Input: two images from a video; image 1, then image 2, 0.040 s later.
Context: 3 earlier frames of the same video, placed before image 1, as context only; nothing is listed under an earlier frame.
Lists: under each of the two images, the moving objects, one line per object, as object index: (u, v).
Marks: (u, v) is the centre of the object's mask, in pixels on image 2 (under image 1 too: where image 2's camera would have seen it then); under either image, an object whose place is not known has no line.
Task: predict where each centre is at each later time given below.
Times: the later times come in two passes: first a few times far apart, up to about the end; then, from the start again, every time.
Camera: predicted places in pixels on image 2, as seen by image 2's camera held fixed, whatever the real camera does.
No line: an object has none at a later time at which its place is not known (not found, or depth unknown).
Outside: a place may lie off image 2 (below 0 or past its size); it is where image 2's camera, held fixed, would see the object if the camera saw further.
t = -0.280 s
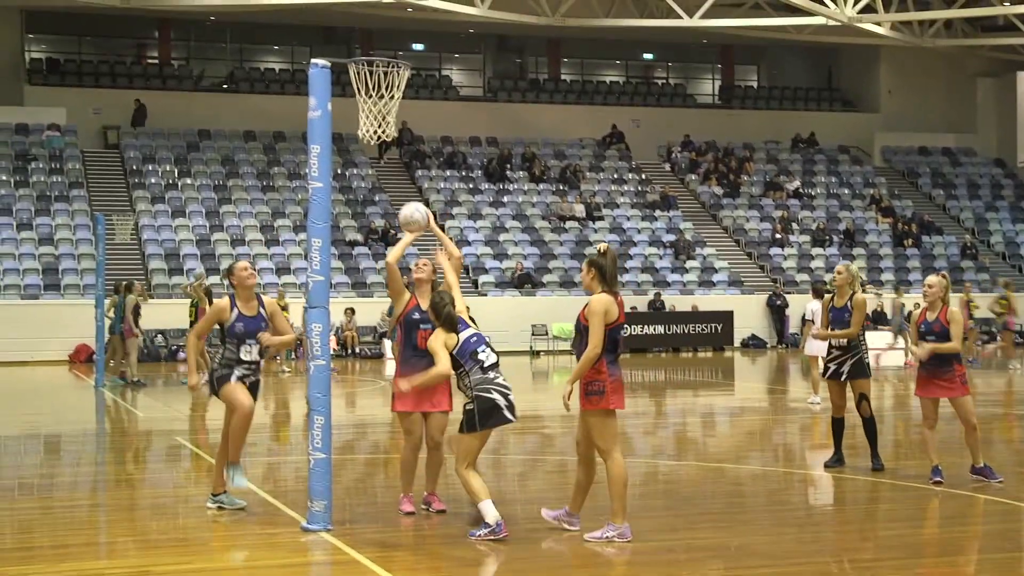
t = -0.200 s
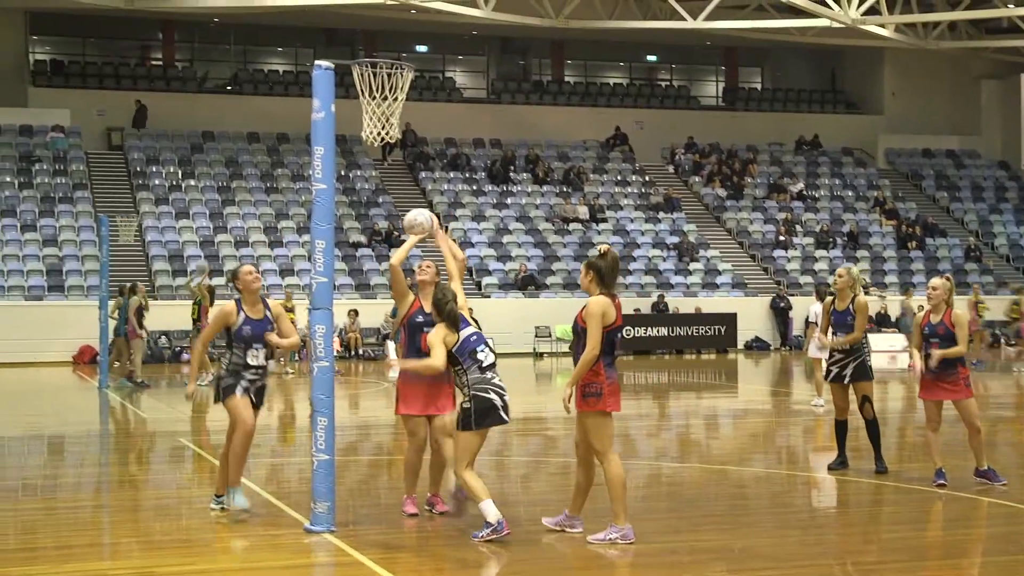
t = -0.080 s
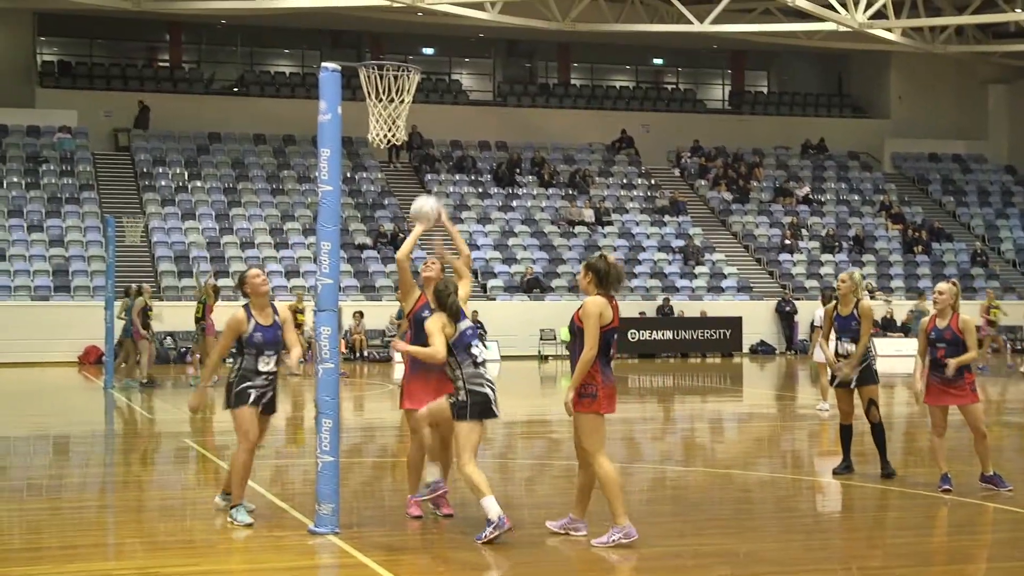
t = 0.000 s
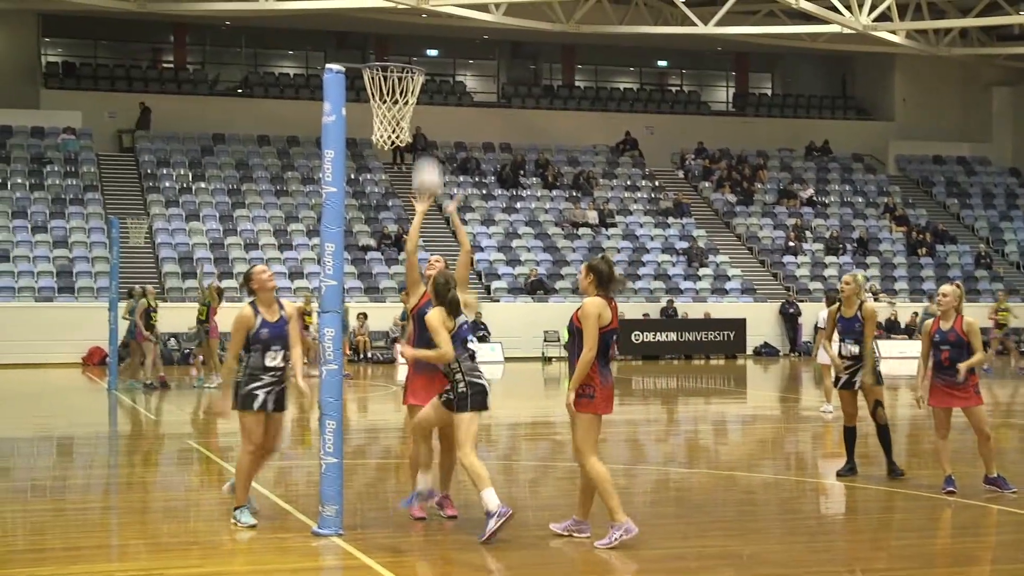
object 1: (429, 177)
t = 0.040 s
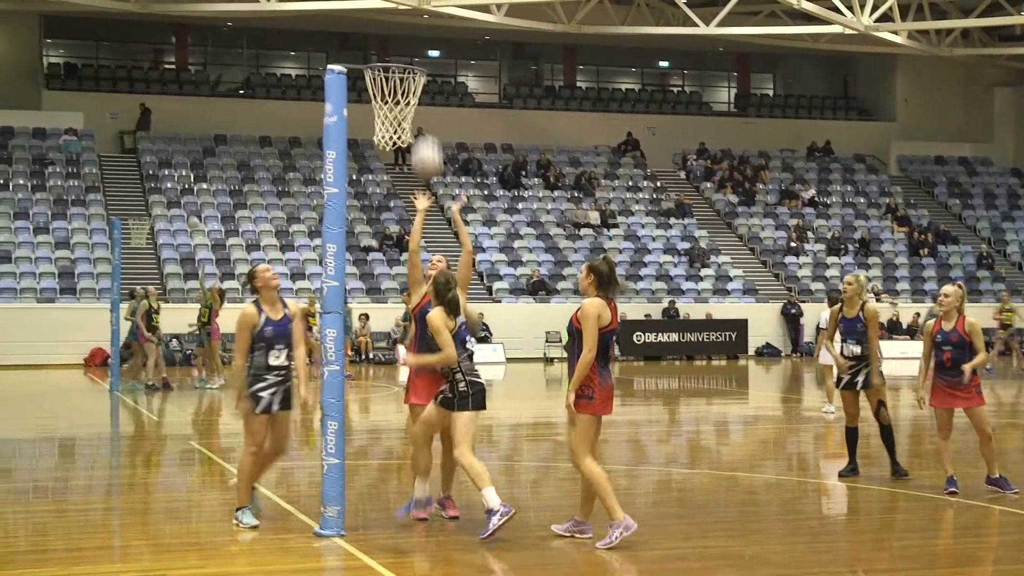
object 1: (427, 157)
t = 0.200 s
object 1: (418, 84)
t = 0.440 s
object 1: (401, 44)
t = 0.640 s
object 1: (390, 59)
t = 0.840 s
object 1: (383, 111)
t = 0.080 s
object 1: (424, 137)
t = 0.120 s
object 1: (425, 117)
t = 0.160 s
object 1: (427, 99)
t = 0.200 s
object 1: (418, 84)
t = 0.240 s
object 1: (414, 67)
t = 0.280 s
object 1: (412, 56)
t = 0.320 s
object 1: (409, 51)
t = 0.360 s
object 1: (406, 48)
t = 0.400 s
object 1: (404, 45)
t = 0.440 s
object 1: (401, 44)
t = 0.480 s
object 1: (399, 45)
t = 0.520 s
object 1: (397, 48)
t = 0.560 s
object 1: (395, 51)
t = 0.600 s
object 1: (393, 55)
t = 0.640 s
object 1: (390, 59)
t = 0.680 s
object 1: (386, 82)
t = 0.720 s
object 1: (383, 94)
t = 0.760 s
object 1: (383, 100)
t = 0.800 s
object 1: (384, 105)
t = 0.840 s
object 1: (383, 111)
